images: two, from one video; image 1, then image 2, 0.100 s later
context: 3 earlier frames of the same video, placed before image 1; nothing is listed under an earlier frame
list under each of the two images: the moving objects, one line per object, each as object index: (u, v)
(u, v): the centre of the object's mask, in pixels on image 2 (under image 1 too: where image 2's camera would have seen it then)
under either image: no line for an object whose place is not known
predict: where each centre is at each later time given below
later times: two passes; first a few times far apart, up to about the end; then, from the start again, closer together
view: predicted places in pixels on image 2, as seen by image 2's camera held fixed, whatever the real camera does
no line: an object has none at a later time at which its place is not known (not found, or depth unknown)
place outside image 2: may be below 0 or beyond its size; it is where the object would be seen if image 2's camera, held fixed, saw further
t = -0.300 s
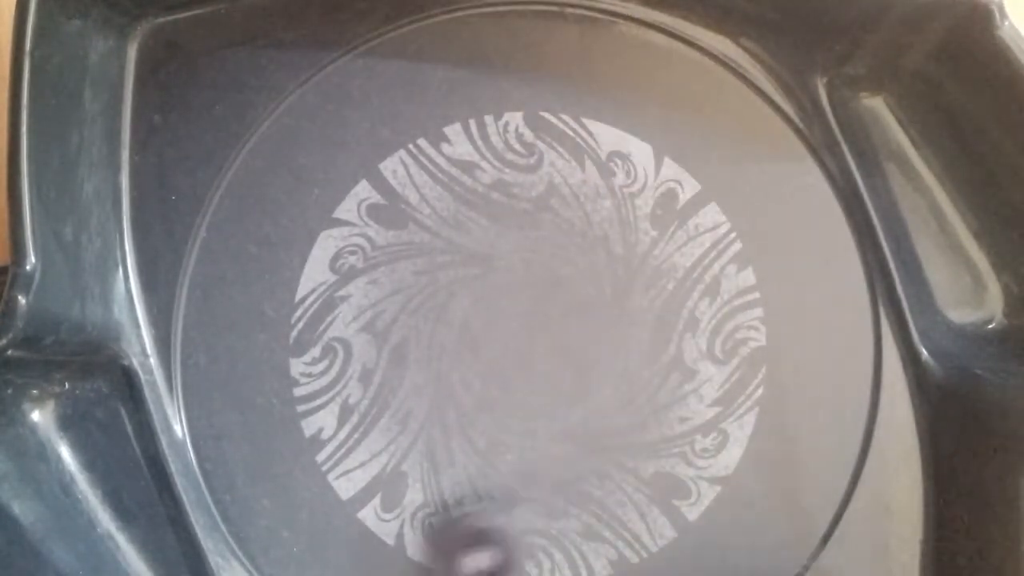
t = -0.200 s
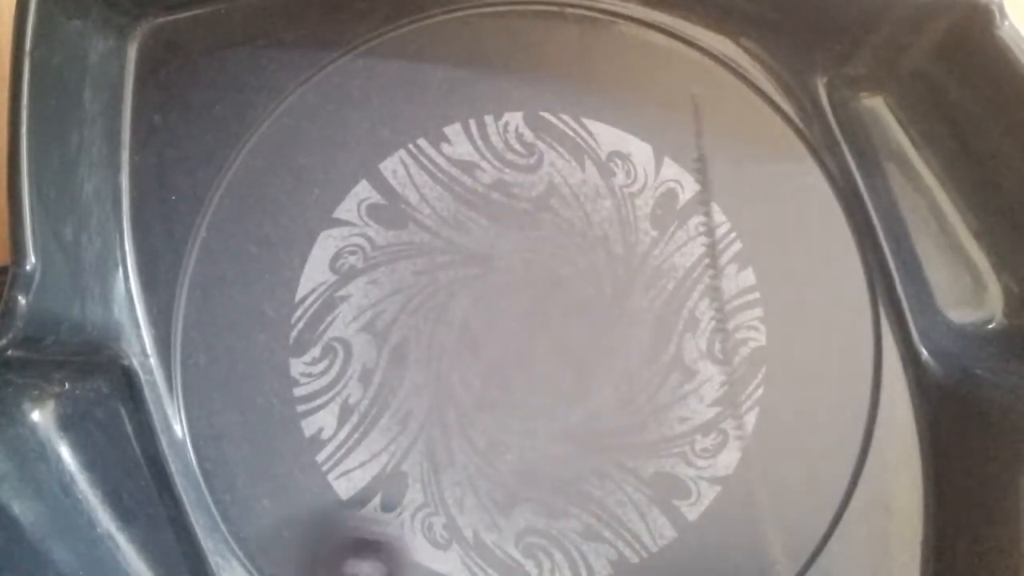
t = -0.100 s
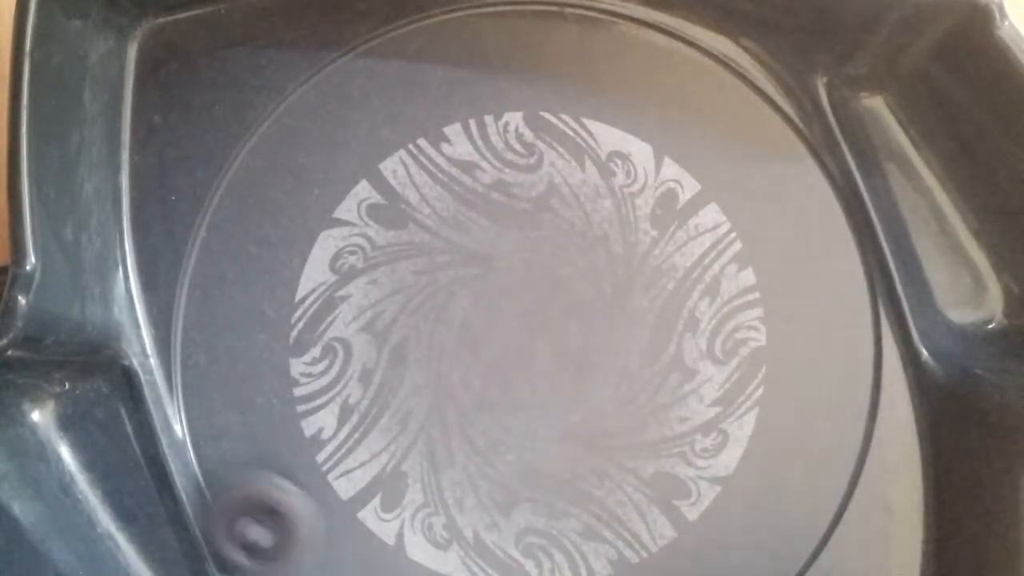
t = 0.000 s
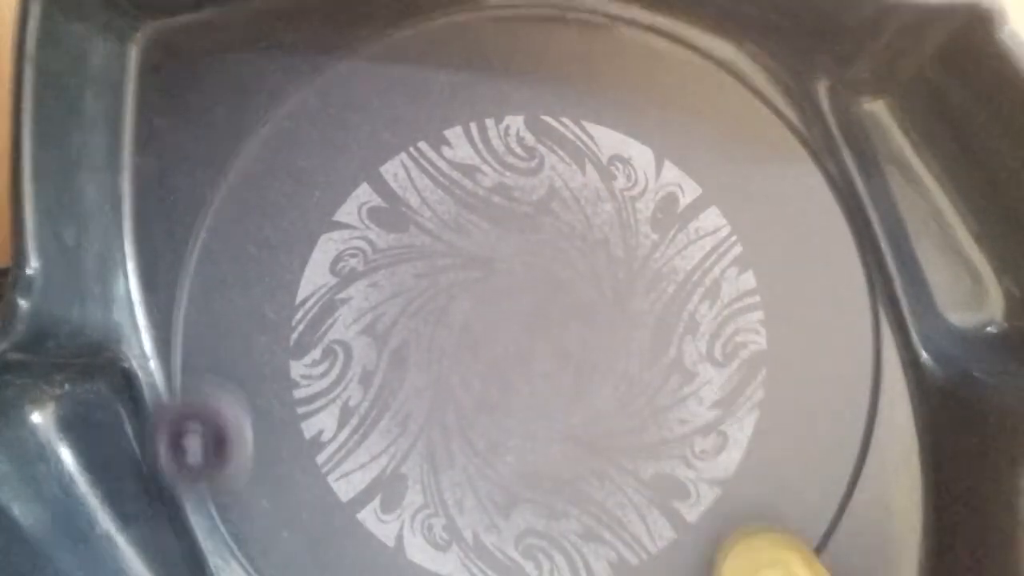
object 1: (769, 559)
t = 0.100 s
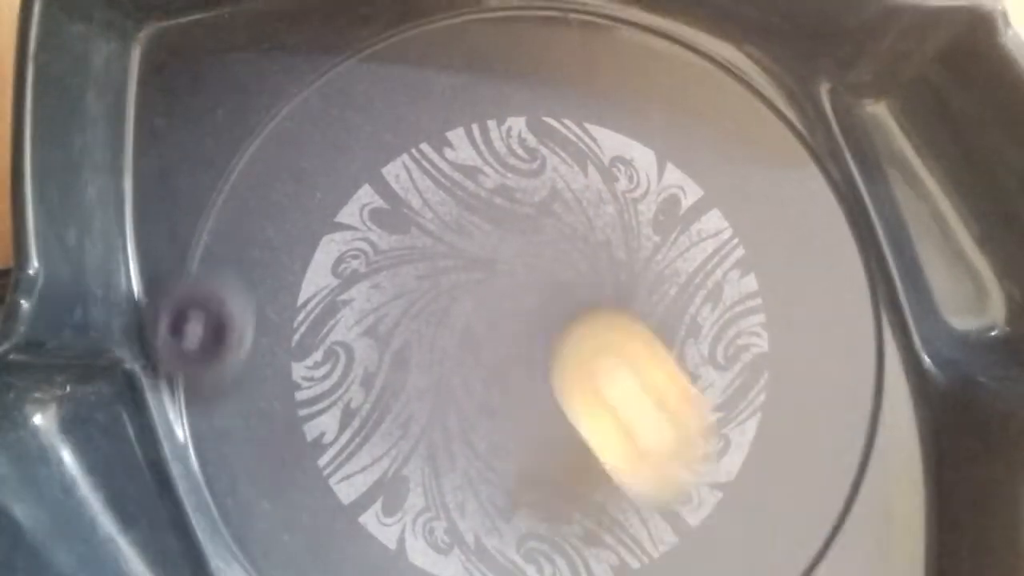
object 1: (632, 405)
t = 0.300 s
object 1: (347, 69)
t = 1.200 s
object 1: (247, 554)
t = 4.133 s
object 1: (659, 99)
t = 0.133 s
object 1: (573, 326)
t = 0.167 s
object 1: (520, 256)
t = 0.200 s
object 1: (468, 197)
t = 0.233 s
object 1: (421, 156)
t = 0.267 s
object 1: (376, 115)
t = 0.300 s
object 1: (347, 69)
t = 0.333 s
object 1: (323, 44)
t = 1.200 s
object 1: (247, 554)
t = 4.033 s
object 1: (672, 75)
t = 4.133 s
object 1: (659, 99)
